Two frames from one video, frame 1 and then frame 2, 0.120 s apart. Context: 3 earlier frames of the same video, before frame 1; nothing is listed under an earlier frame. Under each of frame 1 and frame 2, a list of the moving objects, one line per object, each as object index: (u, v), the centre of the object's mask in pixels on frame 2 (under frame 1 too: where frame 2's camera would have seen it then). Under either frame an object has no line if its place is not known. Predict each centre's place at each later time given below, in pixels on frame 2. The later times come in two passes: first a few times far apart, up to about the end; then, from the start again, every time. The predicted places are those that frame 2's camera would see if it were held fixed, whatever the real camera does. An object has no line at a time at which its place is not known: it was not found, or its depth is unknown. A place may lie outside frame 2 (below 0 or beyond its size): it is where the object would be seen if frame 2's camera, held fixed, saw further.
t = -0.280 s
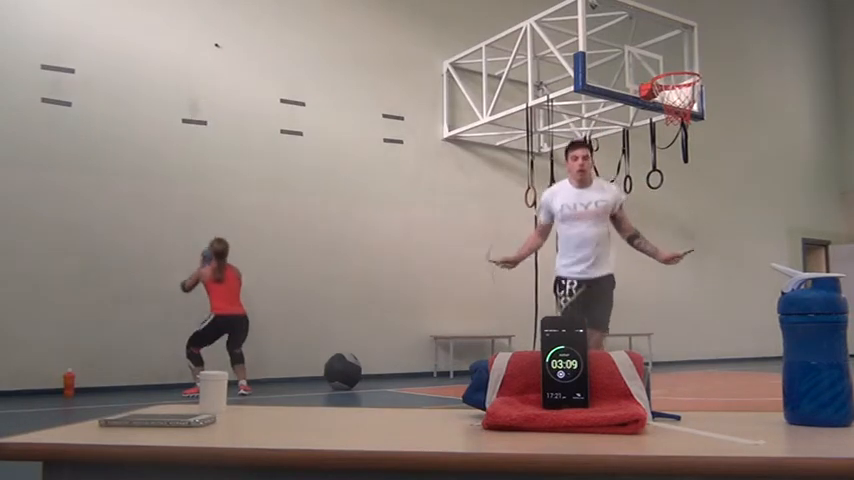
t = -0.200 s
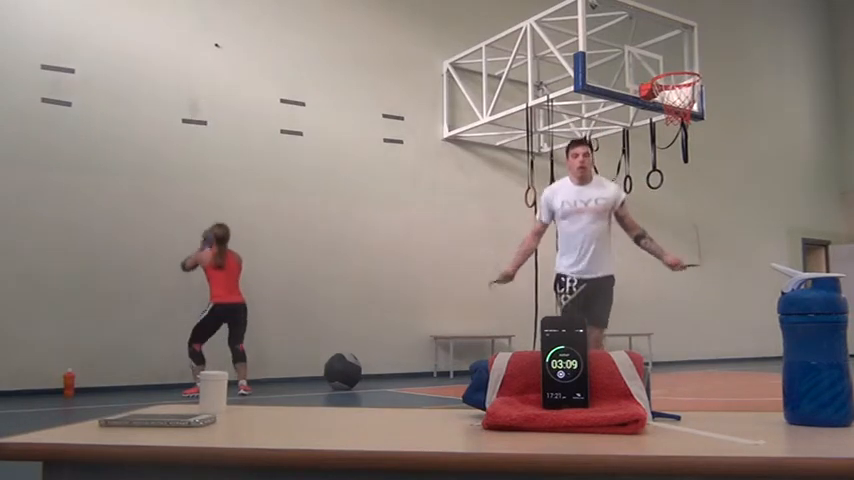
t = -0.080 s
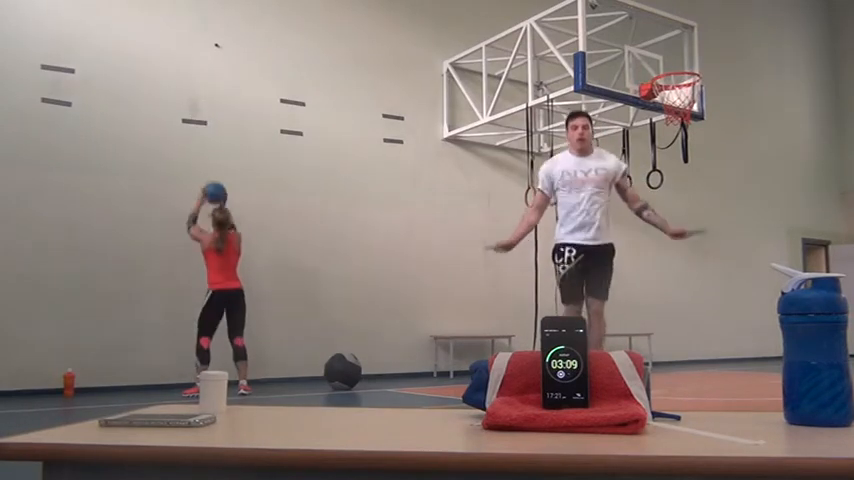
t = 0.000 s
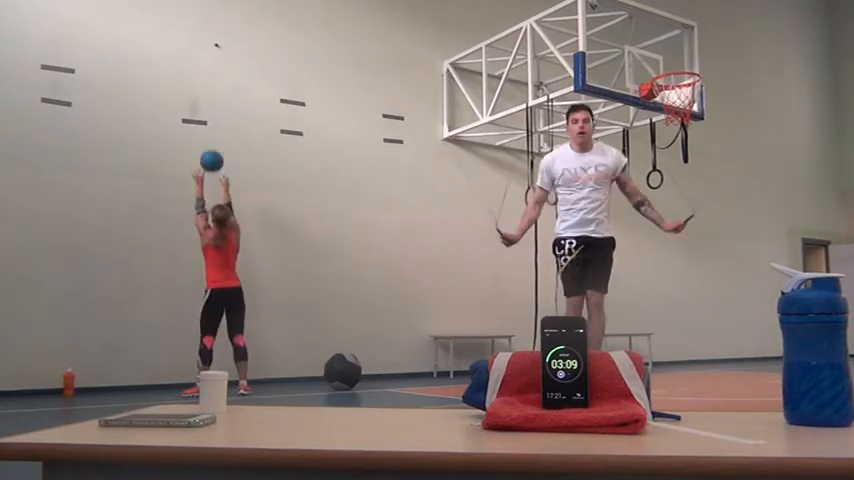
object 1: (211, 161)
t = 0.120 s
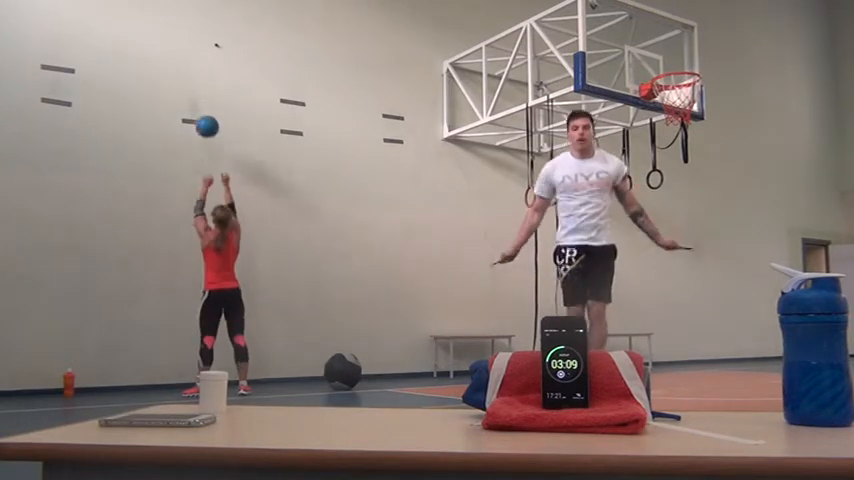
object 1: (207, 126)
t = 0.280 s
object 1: (200, 103)
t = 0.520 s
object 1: (201, 107)
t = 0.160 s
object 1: (206, 118)
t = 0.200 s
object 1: (203, 112)
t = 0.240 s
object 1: (202, 106)
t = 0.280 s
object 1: (200, 103)
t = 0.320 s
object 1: (199, 101)
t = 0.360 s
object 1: (197, 101)
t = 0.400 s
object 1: (198, 101)
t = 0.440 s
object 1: (199, 101)
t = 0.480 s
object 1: (200, 103)
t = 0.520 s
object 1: (201, 107)
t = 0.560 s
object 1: (202, 112)
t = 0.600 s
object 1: (203, 119)
